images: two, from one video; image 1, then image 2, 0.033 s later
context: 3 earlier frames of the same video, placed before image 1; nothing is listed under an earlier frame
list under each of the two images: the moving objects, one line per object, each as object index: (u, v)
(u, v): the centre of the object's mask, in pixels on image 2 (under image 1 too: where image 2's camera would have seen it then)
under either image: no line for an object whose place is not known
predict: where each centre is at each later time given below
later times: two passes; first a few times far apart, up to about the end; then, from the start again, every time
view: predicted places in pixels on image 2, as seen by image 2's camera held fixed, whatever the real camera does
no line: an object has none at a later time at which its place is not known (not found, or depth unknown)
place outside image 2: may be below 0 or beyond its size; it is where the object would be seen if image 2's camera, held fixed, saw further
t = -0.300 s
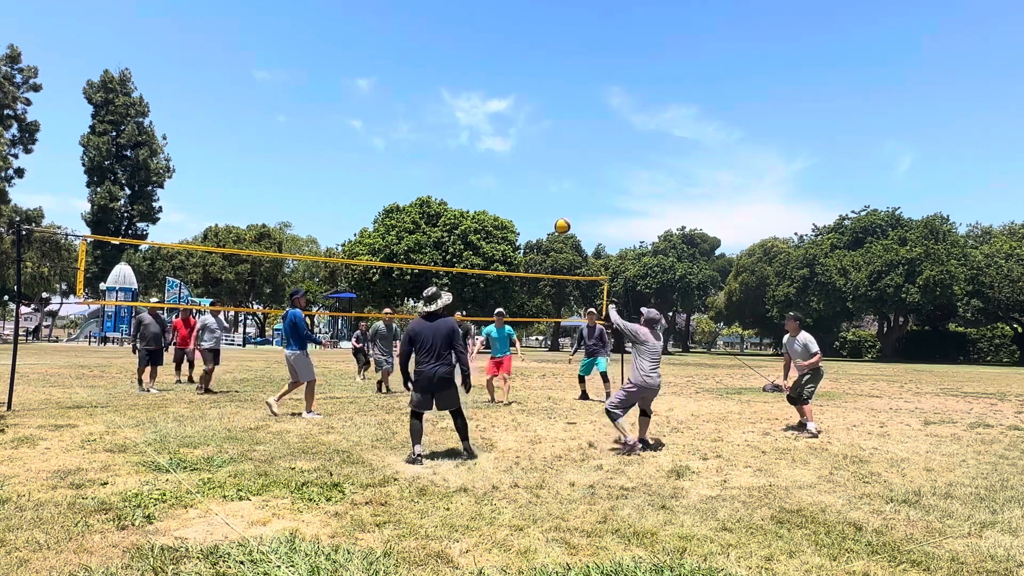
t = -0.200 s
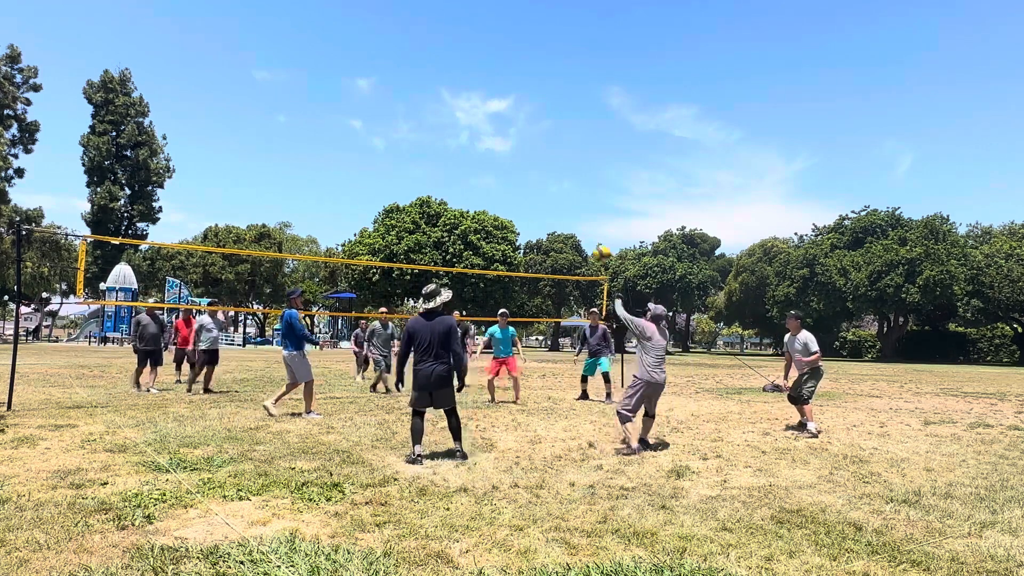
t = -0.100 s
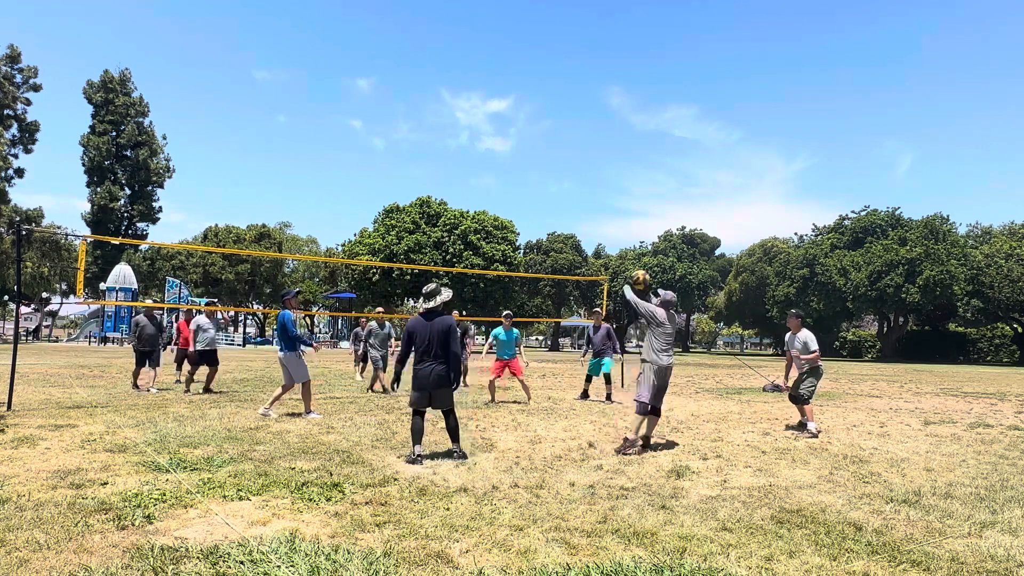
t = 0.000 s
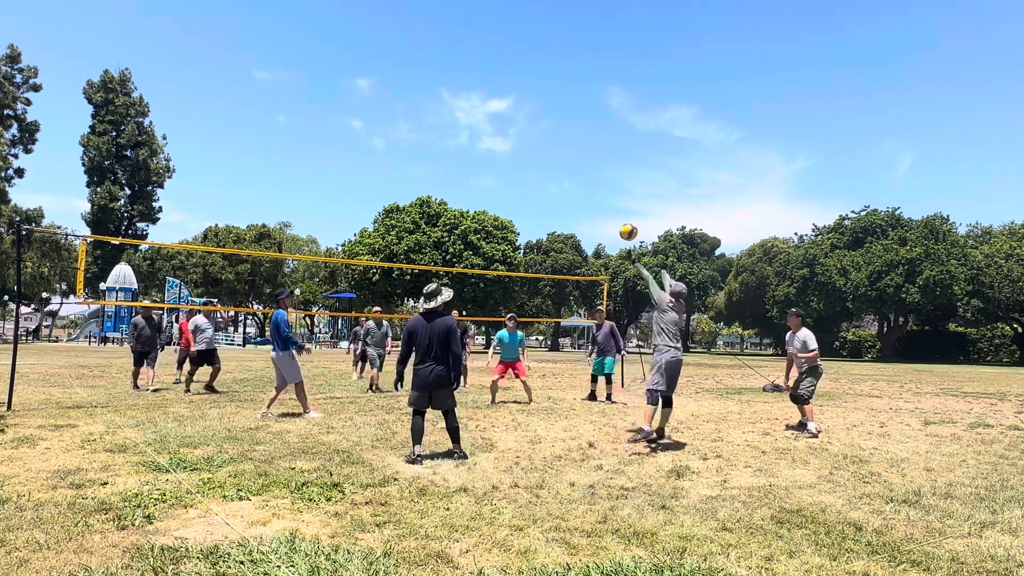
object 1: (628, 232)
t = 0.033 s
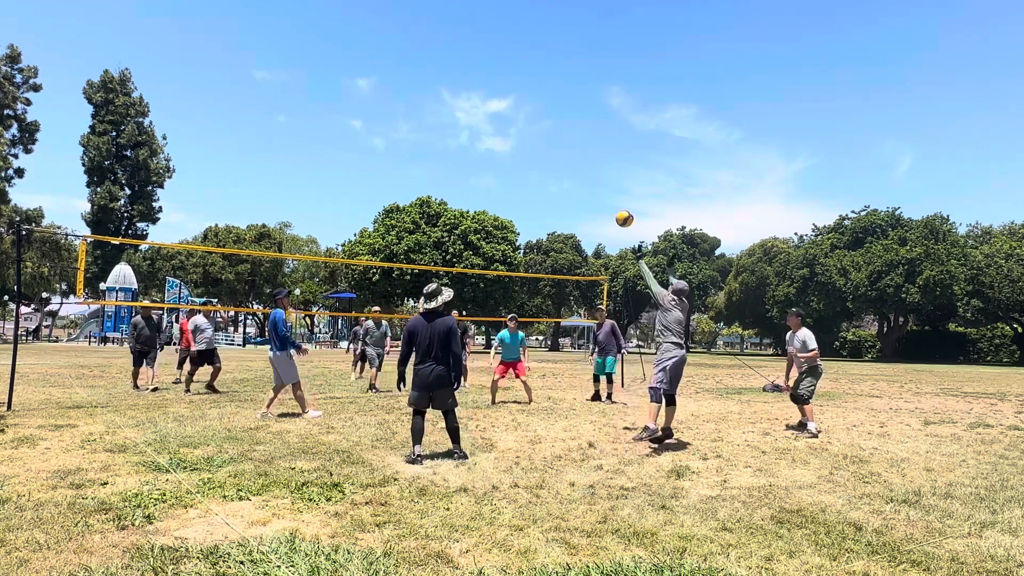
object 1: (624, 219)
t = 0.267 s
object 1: (600, 162)
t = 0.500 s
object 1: (580, 154)
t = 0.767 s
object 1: (561, 185)
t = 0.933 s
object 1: (552, 222)
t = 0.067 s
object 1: (621, 207)
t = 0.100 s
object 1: (617, 197)
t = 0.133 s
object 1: (613, 187)
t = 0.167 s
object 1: (610, 179)
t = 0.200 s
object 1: (607, 173)
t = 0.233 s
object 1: (603, 167)
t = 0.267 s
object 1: (600, 162)
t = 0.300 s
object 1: (597, 158)
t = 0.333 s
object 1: (594, 155)
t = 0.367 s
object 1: (591, 153)
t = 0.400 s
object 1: (588, 153)
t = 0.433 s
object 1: (586, 152)
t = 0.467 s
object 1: (583, 153)
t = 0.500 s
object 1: (580, 154)
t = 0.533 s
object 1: (578, 155)
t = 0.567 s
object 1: (575, 158)
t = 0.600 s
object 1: (573, 161)
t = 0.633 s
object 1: (570, 165)
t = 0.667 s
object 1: (568, 169)
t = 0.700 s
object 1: (566, 174)
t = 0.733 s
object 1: (564, 180)
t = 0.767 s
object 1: (561, 185)
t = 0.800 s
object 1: (559, 192)
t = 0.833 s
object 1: (557, 199)
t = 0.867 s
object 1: (555, 206)
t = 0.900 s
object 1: (553, 214)
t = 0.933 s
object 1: (552, 222)
